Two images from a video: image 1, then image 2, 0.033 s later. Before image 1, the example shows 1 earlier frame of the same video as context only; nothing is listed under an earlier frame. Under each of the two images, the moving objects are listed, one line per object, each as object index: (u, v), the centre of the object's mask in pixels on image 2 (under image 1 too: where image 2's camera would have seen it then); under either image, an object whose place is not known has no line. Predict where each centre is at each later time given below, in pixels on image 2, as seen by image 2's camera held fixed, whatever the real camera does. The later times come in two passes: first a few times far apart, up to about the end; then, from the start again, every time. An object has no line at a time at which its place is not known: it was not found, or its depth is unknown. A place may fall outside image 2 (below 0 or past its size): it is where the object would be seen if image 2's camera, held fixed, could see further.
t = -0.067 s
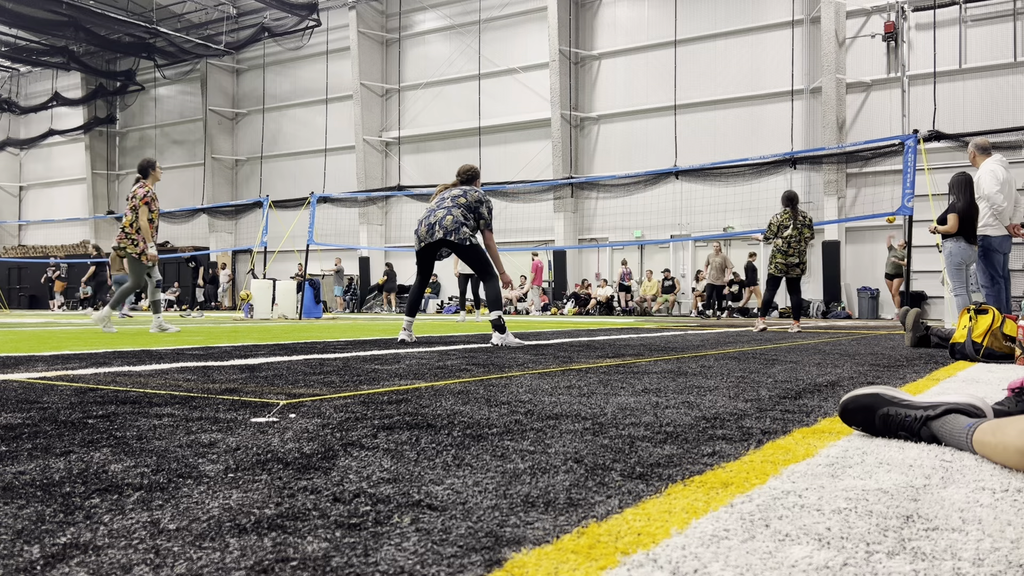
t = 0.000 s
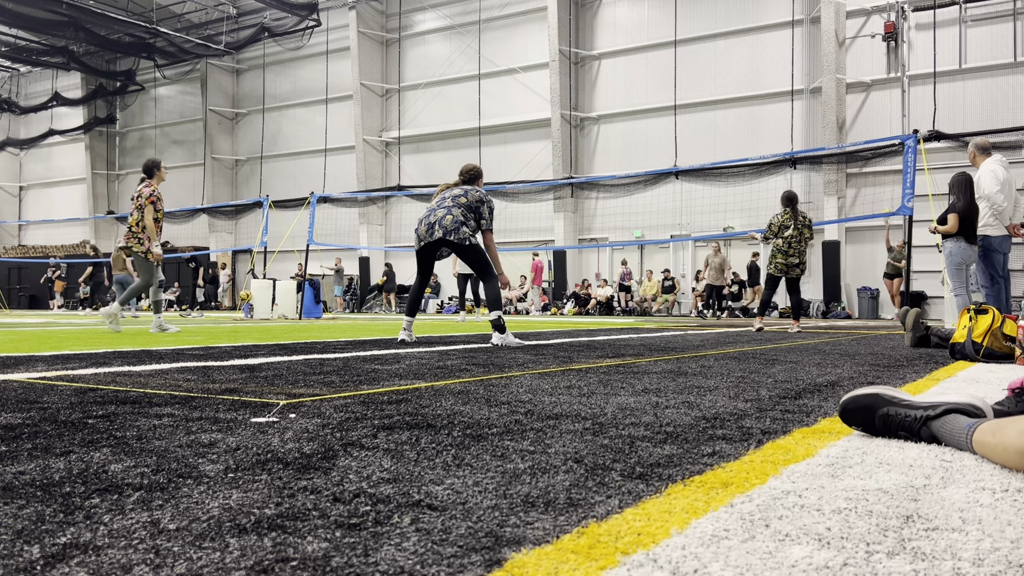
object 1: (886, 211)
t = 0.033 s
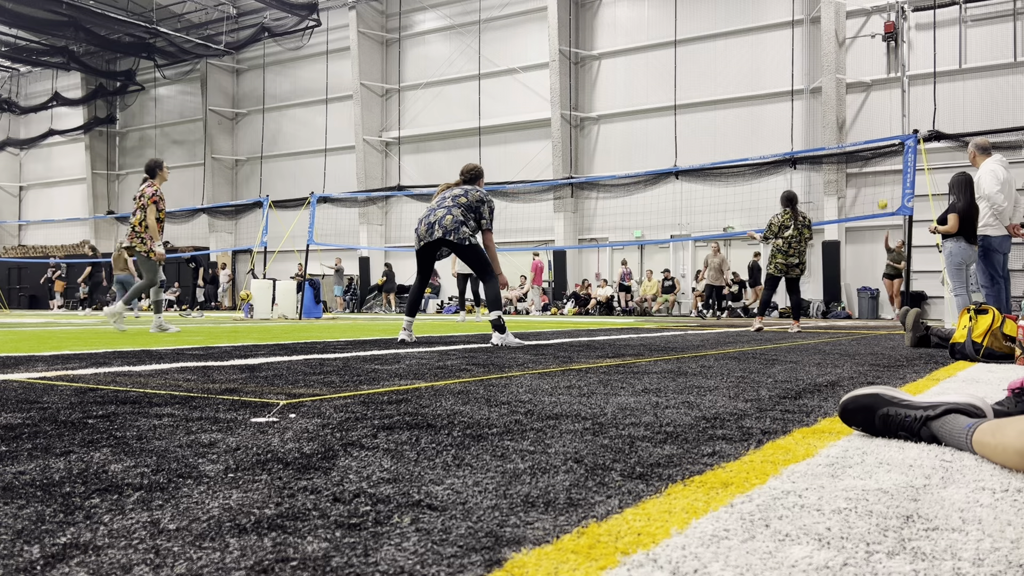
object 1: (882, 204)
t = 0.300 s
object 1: (847, 138)
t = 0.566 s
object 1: (798, 94)
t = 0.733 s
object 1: (751, 88)
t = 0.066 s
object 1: (879, 196)
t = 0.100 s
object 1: (874, 186)
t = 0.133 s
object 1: (870, 177)
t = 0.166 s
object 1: (866, 169)
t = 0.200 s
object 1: (862, 161)
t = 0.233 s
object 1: (857, 154)
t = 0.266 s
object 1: (854, 150)
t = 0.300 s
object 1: (847, 138)
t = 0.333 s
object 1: (842, 131)
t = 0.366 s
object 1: (837, 125)
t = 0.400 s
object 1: (831, 118)
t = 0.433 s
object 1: (825, 112)
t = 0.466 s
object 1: (819, 106)
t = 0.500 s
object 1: (812, 101)
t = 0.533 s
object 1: (805, 97)
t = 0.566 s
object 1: (798, 94)
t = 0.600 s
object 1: (789, 91)
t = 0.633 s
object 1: (781, 89)
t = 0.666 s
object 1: (772, 88)
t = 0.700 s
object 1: (761, 88)
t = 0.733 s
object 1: (751, 88)
